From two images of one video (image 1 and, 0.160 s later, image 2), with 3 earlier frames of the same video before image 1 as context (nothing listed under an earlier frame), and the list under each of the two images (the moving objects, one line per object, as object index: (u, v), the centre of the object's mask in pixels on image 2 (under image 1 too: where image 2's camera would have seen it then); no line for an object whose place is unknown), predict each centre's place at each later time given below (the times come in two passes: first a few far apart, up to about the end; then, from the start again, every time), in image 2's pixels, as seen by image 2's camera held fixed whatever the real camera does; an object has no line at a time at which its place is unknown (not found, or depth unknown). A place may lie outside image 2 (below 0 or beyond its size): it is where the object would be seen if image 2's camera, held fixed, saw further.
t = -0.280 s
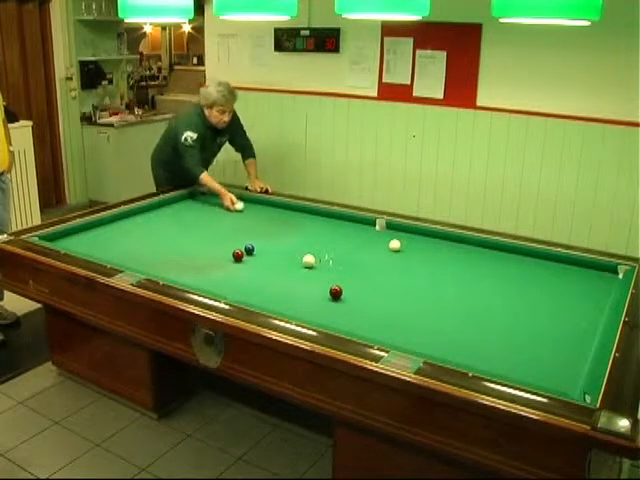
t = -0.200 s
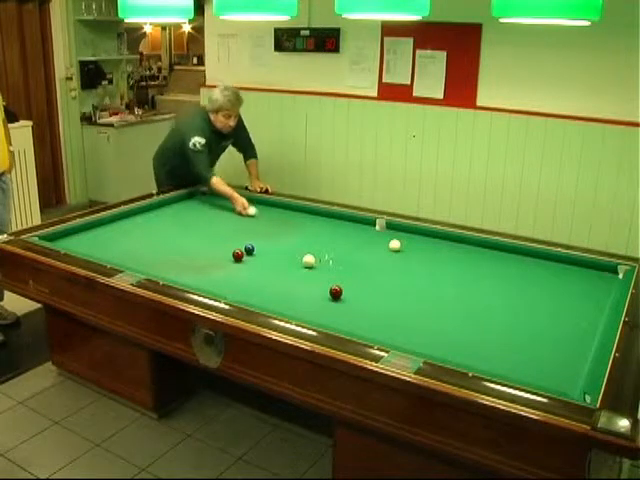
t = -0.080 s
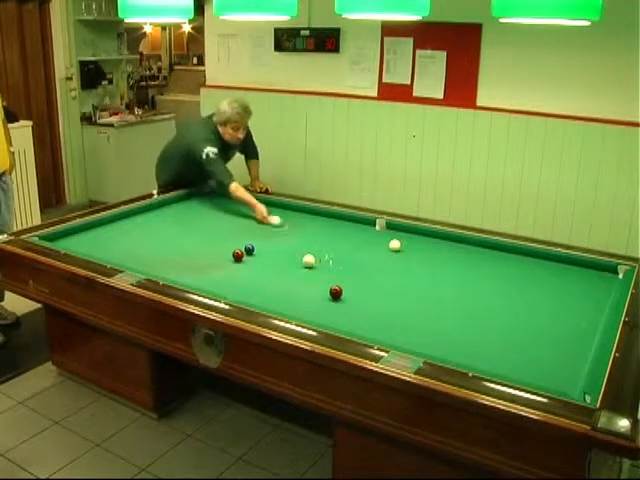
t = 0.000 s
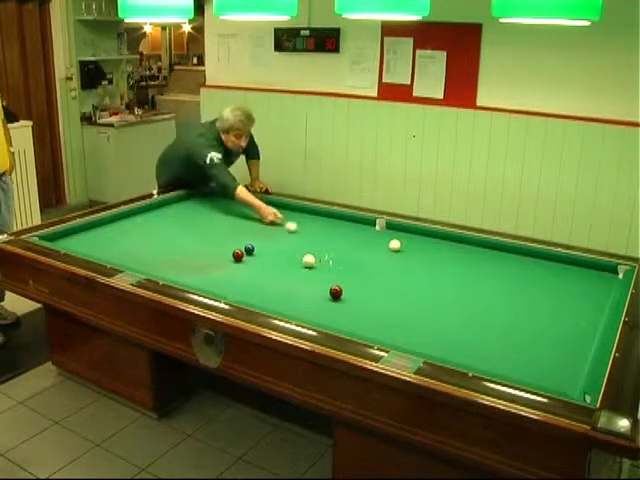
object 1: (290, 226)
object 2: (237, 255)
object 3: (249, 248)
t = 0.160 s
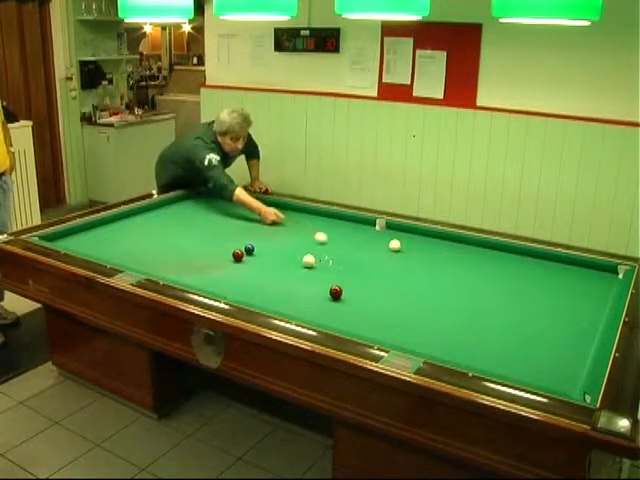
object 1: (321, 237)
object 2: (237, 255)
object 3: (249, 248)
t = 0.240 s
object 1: (336, 243)
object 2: (237, 255)
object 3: (249, 248)
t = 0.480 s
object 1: (389, 263)
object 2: (237, 255)
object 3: (249, 248)
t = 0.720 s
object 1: (450, 287)
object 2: (237, 255)
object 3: (249, 248)
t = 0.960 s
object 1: (521, 313)
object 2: (238, 255)
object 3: (249, 248)
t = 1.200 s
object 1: (582, 340)
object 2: (238, 255)
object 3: (249, 248)
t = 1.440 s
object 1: (515, 332)
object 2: (238, 255)
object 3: (249, 248)
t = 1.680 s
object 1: (455, 325)
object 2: (238, 255)
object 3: (249, 248)
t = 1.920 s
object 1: (396, 318)
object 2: (238, 255)
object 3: (249, 248)
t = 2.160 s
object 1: (341, 312)
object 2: (238, 255)
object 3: (249, 247)
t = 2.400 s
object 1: (287, 304)
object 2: (238, 255)
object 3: (249, 248)
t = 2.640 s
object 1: (238, 296)
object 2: (238, 255)
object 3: (249, 248)
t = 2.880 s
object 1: (204, 284)
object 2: (238, 255)
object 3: (249, 247)
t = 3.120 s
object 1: (177, 275)
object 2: (238, 255)
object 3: (249, 248)
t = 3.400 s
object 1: (149, 265)
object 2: (237, 255)
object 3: (249, 248)
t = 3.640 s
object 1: (127, 257)
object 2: (237, 255)
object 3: (249, 248)
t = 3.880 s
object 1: (108, 249)
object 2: (237, 255)
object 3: (249, 248)
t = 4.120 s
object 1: (90, 241)
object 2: (237, 255)
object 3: (249, 248)
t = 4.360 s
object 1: (73, 235)
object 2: (237, 255)
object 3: (249, 248)
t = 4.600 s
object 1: (79, 234)
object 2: (238, 255)
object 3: (249, 248)
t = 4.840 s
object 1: (95, 236)
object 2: (238, 255)
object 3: (249, 248)
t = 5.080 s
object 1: (110, 238)
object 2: (238, 255)
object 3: (249, 248)
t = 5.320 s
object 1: (125, 239)
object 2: (237, 255)
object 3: (249, 248)
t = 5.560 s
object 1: (141, 241)
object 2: (237, 255)
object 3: (249, 248)
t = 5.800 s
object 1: (156, 243)
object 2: (237, 255)
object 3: (249, 248)
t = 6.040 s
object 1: (170, 244)
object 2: (237, 255)
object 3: (249, 248)
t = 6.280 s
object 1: (185, 246)
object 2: (237, 255)
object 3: (249, 248)
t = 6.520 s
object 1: (198, 248)
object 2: (237, 255)
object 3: (249, 248)
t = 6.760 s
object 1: (213, 249)
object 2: (238, 255)
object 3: (249, 248)
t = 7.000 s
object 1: (226, 250)
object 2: (238, 255)
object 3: (249, 248)
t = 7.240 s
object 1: (236, 248)
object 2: (240, 256)
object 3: (249, 248)
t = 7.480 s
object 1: (242, 249)
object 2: (243, 258)
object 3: (253, 247)
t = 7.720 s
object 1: (246, 249)
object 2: (246, 259)
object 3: (257, 246)
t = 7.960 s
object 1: (251, 250)
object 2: (250, 261)
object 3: (261, 246)
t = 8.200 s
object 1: (252, 250)
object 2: (252, 262)
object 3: (265, 245)
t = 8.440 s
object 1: (255, 251)
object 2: (255, 264)
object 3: (268, 245)
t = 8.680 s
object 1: (256, 252)
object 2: (257, 266)
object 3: (270, 244)
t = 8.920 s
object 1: (257, 252)
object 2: (259, 266)
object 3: (273, 244)
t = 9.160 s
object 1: (257, 252)
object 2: (261, 267)
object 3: (274, 243)
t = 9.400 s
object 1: (257, 253)
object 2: (262, 268)
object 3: (276, 243)
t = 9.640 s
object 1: (257, 253)
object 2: (263, 268)
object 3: (276, 243)
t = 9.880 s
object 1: (257, 252)
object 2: (263, 268)
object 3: (276, 243)
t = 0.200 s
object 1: (329, 240)
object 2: (237, 255)
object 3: (249, 248)
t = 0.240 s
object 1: (336, 243)
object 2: (237, 255)
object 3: (249, 248)
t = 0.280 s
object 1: (345, 246)
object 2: (237, 255)
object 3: (249, 248)
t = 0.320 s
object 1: (353, 249)
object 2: (237, 255)
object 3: (249, 248)
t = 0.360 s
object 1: (361, 252)
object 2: (237, 255)
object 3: (249, 248)
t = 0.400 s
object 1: (370, 257)
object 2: (237, 255)
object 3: (249, 248)
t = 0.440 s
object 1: (379, 261)
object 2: (237, 255)
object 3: (249, 248)
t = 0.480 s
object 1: (389, 263)
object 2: (237, 255)
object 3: (249, 248)
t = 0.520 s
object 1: (398, 267)
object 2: (237, 255)
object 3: (249, 248)
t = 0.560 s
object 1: (408, 271)
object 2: (237, 255)
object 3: (249, 248)
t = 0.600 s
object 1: (418, 275)
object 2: (237, 255)
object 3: (249, 248)
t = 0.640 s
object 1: (429, 279)
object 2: (237, 255)
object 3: (249, 247)
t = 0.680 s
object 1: (439, 283)
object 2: (237, 255)
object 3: (249, 248)
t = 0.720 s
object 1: (450, 287)
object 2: (237, 255)
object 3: (249, 248)
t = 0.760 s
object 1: (461, 291)
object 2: (237, 255)
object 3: (249, 248)
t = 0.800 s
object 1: (472, 295)
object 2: (238, 255)
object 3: (249, 248)
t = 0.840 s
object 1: (484, 299)
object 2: (238, 255)
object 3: (249, 247)
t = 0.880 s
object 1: (495, 304)
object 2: (238, 255)
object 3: (249, 248)
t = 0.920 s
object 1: (508, 309)
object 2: (238, 255)
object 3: (249, 247)
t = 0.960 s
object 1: (521, 313)
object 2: (238, 255)
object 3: (249, 248)
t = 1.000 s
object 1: (534, 319)
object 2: (238, 255)
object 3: (249, 248)
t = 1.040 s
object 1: (548, 324)
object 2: (238, 255)
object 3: (249, 248)
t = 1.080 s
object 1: (561, 329)
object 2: (238, 255)
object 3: (249, 248)
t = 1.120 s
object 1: (576, 335)
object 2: (238, 255)
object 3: (249, 248)
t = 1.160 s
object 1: (590, 340)
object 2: (238, 255)
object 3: (249, 248)
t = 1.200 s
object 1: (582, 340)
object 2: (238, 255)
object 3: (249, 248)
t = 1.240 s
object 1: (570, 339)
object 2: (238, 255)
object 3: (249, 248)
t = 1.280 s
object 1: (557, 337)
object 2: (238, 255)
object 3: (249, 247)
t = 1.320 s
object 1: (546, 336)
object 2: (238, 255)
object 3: (249, 248)
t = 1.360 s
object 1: (535, 334)
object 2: (238, 255)
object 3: (249, 248)
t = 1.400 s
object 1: (525, 333)
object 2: (238, 255)
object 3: (249, 248)
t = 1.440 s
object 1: (515, 332)
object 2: (238, 255)
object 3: (249, 248)
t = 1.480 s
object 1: (504, 331)
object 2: (238, 255)
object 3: (249, 248)
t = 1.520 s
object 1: (494, 330)
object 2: (238, 255)
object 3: (249, 248)
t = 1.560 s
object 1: (485, 328)
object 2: (238, 255)
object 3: (249, 248)
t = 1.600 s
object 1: (475, 327)
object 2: (238, 255)
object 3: (249, 248)
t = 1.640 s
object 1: (464, 326)
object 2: (238, 255)
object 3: (249, 248)
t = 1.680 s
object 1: (455, 325)
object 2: (238, 255)
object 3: (249, 248)
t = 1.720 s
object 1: (445, 324)
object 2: (238, 255)
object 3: (249, 248)
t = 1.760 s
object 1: (434, 323)
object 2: (238, 255)
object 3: (249, 248)
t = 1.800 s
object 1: (425, 321)
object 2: (238, 255)
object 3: (249, 248)
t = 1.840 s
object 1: (416, 321)
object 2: (238, 255)
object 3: (249, 247)
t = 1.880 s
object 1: (406, 319)
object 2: (238, 255)
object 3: (249, 248)
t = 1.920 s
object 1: (396, 318)
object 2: (238, 255)
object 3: (249, 248)
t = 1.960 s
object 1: (387, 317)
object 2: (238, 255)
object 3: (249, 248)
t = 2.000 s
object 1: (377, 316)
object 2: (238, 255)
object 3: (249, 247)
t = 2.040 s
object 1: (368, 315)
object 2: (238, 255)
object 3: (249, 248)
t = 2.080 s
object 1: (359, 314)
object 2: (238, 255)
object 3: (249, 247)
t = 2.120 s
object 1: (350, 313)
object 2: (238, 255)
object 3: (249, 248)
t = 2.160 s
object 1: (341, 312)
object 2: (238, 255)
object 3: (249, 247)
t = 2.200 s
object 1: (332, 310)
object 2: (238, 255)
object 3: (249, 247)
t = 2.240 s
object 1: (322, 310)
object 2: (238, 255)
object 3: (249, 247)
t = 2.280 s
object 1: (313, 308)
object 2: (238, 255)
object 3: (249, 247)
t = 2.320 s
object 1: (304, 307)
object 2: (238, 255)
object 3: (249, 248)
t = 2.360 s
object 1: (296, 306)
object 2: (238, 255)
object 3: (249, 247)
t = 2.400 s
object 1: (287, 304)
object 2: (238, 255)
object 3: (249, 248)
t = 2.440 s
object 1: (279, 303)
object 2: (238, 255)
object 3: (249, 248)
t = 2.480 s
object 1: (271, 301)
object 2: (238, 255)
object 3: (249, 247)
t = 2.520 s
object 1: (262, 299)
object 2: (238, 255)
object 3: (249, 247)
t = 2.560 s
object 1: (254, 298)
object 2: (238, 255)
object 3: (249, 248)
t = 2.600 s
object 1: (246, 297)
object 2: (238, 255)
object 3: (249, 247)
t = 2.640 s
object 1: (238, 296)
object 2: (238, 255)
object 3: (249, 248)
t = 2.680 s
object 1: (230, 295)
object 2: (238, 255)
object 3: (249, 248)
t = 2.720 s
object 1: (225, 293)
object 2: (238, 255)
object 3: (249, 247)
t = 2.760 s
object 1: (222, 291)
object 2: (238, 255)
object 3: (249, 248)
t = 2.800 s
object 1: (215, 289)
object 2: (238, 255)
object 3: (249, 247)
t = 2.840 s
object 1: (210, 287)
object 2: (238, 255)
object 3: (249, 248)
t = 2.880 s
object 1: (204, 284)
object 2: (238, 255)
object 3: (249, 247)
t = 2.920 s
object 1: (199, 283)
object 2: (238, 255)
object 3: (249, 248)
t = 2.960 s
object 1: (196, 281)
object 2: (238, 255)
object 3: (249, 248)
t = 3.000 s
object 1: (190, 280)
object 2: (238, 255)
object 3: (249, 247)
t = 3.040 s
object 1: (186, 278)
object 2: (238, 255)
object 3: (249, 248)
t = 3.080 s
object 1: (182, 276)
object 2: (238, 255)
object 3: (249, 248)
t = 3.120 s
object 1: (177, 275)
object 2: (238, 255)
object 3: (249, 248)
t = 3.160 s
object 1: (173, 273)
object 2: (238, 255)
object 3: (249, 248)
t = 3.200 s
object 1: (168, 271)
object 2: (237, 255)
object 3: (249, 248)
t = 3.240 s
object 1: (165, 270)
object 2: (237, 255)
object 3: (249, 248)
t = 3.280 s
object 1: (161, 268)
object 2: (237, 255)
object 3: (249, 248)
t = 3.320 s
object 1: (157, 267)
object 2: (237, 255)
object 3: (249, 248)
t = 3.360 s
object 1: (152, 265)
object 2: (237, 255)
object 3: (249, 248)
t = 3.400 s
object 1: (149, 265)
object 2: (237, 255)
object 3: (249, 248)
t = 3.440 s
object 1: (146, 263)
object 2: (237, 255)
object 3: (249, 248)
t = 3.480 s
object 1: (141, 262)
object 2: (237, 255)
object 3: (249, 248)
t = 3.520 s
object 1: (138, 261)
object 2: (237, 255)
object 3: (249, 248)
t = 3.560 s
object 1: (134, 259)
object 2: (237, 255)
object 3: (249, 248)
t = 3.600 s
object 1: (132, 258)
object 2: (237, 255)
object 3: (249, 248)
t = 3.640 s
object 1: (127, 257)
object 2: (237, 255)
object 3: (249, 248)
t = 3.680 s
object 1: (124, 256)
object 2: (237, 255)
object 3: (249, 248)
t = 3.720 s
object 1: (120, 254)
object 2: (237, 255)
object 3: (249, 248)
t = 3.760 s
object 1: (118, 253)
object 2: (237, 255)
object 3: (249, 248)
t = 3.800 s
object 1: (114, 251)
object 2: (237, 255)
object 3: (249, 248)
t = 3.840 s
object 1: (110, 250)
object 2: (237, 255)
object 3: (249, 248)
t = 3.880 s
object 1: (108, 249)
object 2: (237, 255)
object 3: (249, 248)
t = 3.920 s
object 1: (104, 248)
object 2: (237, 255)
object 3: (249, 248)
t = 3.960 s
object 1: (101, 246)
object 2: (237, 255)
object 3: (249, 248)
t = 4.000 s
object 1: (98, 245)
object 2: (237, 255)
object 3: (249, 248)
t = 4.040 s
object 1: (95, 244)
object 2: (237, 255)
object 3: (249, 248)
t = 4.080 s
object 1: (92, 243)
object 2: (237, 255)
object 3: (249, 248)
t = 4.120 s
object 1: (90, 241)
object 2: (237, 255)
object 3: (249, 248)
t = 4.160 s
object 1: (87, 241)
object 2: (237, 255)
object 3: (249, 248)
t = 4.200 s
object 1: (84, 239)
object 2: (237, 255)
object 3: (249, 248)
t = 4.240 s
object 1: (81, 238)
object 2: (237, 255)
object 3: (249, 248)
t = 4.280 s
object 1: (78, 237)
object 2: (237, 255)
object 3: (249, 248)
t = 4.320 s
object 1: (76, 236)
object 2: (237, 255)
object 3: (249, 248)
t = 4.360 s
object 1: (73, 235)
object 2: (237, 255)
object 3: (249, 248)
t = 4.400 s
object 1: (71, 233)
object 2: (237, 255)
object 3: (249, 248)
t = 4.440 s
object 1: (69, 233)
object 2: (237, 255)
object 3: (249, 248)
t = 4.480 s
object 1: (71, 233)
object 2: (237, 255)
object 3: (249, 248)
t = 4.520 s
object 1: (74, 233)
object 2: (238, 255)
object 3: (249, 248)
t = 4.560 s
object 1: (77, 234)
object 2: (238, 255)
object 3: (249, 248)
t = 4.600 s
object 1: (79, 234)
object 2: (238, 255)
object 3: (249, 248)
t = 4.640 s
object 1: (82, 234)
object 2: (238, 255)
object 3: (249, 248)
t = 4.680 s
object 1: (85, 234)
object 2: (238, 255)
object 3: (249, 248)
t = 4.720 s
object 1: (87, 235)
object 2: (238, 255)
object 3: (249, 248)
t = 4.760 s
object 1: (90, 235)
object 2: (238, 255)
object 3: (249, 248)
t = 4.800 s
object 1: (92, 235)
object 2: (238, 255)
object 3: (249, 248)
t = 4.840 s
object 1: (95, 236)
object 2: (238, 255)
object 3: (249, 248)
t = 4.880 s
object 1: (97, 236)
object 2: (238, 255)
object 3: (249, 248)
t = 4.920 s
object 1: (100, 236)
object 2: (238, 255)
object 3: (249, 248)
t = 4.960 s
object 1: (103, 237)
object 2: (238, 255)
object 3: (249, 248)
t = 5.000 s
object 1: (105, 237)
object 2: (238, 255)
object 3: (249, 248)
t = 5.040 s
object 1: (107, 238)
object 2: (238, 255)
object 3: (249, 248)
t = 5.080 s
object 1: (110, 238)
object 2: (238, 255)
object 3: (249, 248)
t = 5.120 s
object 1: (113, 238)
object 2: (238, 255)
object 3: (249, 248)
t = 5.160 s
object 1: (115, 238)
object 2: (237, 255)
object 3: (249, 248)
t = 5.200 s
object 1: (118, 239)
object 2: (237, 255)
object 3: (249, 248)
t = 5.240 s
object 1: (121, 239)
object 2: (237, 255)
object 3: (249, 248)
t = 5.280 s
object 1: (122, 239)
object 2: (237, 255)
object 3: (249, 248)
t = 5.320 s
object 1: (125, 239)
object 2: (237, 255)
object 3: (249, 248)
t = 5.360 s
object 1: (128, 239)
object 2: (237, 255)
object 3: (249, 248)
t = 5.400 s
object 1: (131, 240)
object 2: (237, 255)
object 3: (249, 248)
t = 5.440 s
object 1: (132, 240)
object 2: (237, 255)
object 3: (249, 248)
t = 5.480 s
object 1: (135, 240)
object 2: (237, 255)
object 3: (249, 248)
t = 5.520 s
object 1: (138, 240)
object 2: (237, 255)
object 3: (249, 248)
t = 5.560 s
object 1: (141, 241)
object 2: (237, 255)
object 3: (249, 248)
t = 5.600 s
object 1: (143, 241)
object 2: (237, 255)
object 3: (249, 248)
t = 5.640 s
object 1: (146, 241)
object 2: (237, 255)
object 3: (249, 248)
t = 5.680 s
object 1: (148, 242)
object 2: (237, 255)
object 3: (249, 248)
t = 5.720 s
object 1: (151, 242)
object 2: (237, 255)
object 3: (249, 248)
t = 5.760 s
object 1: (153, 242)
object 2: (237, 255)
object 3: (249, 248)
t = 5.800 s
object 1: (156, 243)
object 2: (237, 255)
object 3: (249, 248)
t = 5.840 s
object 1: (158, 243)
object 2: (237, 255)
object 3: (249, 248)
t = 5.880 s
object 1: (161, 243)
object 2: (237, 255)
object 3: (249, 248)
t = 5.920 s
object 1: (163, 244)
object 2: (237, 255)
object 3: (249, 248)
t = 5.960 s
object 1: (166, 244)
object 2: (237, 255)
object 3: (249, 248)
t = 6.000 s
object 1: (168, 244)
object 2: (237, 255)
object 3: (249, 248)
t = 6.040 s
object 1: (170, 244)
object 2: (237, 255)
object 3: (249, 248)
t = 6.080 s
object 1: (173, 245)
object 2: (237, 255)
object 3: (249, 248)
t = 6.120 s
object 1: (175, 245)
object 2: (237, 255)
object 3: (249, 248)
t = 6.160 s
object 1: (178, 246)
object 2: (237, 255)
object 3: (249, 248)
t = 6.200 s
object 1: (180, 246)
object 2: (237, 255)
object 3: (249, 248)
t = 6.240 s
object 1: (182, 246)
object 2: (237, 255)
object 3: (249, 248)
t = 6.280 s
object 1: (185, 246)
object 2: (237, 255)
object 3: (249, 248)
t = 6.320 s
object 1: (186, 246)
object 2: (237, 255)
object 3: (249, 248)
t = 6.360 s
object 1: (190, 247)
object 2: (237, 255)
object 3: (249, 248)
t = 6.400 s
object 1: (192, 247)
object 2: (237, 255)
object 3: (249, 248)
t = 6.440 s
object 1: (194, 248)
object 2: (237, 255)
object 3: (249, 248)
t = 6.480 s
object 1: (196, 248)
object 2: (237, 255)
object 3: (249, 248)
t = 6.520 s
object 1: (198, 248)
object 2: (237, 255)
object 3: (249, 248)
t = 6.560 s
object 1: (201, 248)
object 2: (238, 255)
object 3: (249, 248)
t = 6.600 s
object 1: (203, 248)
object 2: (238, 255)
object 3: (249, 248)
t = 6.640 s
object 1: (206, 249)
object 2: (238, 255)
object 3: (249, 248)
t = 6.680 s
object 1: (208, 249)
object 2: (238, 255)
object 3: (249, 248)
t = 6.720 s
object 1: (210, 249)
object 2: (238, 255)
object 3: (249, 248)
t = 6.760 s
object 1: (213, 249)
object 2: (238, 255)
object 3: (249, 248)
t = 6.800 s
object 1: (215, 249)
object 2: (238, 255)
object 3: (249, 248)
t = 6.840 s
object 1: (217, 250)
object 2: (238, 255)
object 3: (249, 248)
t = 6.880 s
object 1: (219, 250)
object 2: (238, 255)
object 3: (249, 248)
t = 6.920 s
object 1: (221, 250)
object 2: (238, 255)
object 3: (249, 248)
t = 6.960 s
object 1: (224, 251)
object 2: (238, 255)
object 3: (249, 248)
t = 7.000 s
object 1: (226, 250)
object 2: (238, 255)
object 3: (249, 248)
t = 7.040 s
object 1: (228, 250)
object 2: (238, 255)
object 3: (249, 248)
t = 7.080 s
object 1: (229, 250)
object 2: (238, 255)
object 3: (249, 248)
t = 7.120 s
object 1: (230, 250)
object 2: (237, 255)
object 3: (249, 248)
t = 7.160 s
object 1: (233, 249)
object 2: (238, 256)
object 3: (249, 248)
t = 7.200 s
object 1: (234, 249)
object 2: (239, 256)
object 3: (249, 248)
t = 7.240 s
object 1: (236, 248)
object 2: (240, 256)
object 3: (249, 248)
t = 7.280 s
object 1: (236, 248)
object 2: (240, 257)
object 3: (249, 247)
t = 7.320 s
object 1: (238, 248)
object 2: (241, 257)
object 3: (250, 247)
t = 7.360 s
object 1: (239, 248)
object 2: (241, 257)
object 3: (251, 247)
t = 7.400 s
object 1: (240, 248)
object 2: (242, 257)
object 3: (251, 247)
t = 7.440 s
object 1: (241, 248)
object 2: (243, 258)
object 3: (252, 247)
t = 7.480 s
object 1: (242, 249)
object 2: (243, 258)
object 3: (253, 247)
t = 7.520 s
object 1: (243, 249)
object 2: (244, 258)
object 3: (254, 247)
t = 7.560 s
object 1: (243, 249)
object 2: (244, 258)
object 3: (254, 246)
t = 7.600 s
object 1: (244, 249)
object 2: (245, 258)
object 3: (255, 246)
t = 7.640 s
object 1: (245, 249)
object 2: (245, 259)
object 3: (256, 246)
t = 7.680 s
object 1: (245, 249)
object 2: (246, 259)
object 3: (257, 246)
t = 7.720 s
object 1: (246, 249)
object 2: (246, 259)
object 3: (257, 246)
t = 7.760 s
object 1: (247, 249)
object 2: (247, 259)
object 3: (258, 246)
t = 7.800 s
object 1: (247, 250)
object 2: (248, 260)
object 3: (259, 246)
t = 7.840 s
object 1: (248, 250)
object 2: (248, 260)
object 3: (259, 246)
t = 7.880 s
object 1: (248, 250)
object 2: (249, 260)
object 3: (260, 246)
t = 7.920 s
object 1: (249, 250)
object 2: (249, 261)
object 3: (260, 246)
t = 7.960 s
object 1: (251, 250)
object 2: (250, 261)
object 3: (261, 246)
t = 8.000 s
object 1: (251, 250)
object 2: (250, 261)
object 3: (262, 246)
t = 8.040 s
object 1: (251, 250)
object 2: (250, 261)
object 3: (263, 245)
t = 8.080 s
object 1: (251, 250)
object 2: (251, 261)
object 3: (263, 245)
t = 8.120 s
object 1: (251, 250)
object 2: (252, 261)
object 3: (264, 245)
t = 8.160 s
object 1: (251, 250)
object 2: (252, 261)
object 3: (264, 245)
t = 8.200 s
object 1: (252, 250)
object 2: (252, 262)
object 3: (265, 245)
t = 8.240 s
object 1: (253, 250)
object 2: (253, 262)
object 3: (265, 245)
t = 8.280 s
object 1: (253, 250)
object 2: (253, 262)
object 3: (266, 245)
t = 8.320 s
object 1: (253, 251)
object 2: (254, 264)
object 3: (266, 245)
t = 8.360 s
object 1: (253, 251)
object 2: (254, 263)
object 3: (267, 245)
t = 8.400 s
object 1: (254, 251)
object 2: (254, 264)
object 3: (267, 245)
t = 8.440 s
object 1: (255, 251)
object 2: (255, 264)
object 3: (268, 245)
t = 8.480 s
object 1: (255, 251)
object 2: (255, 263)
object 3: (268, 245)
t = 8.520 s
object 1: (255, 251)
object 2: (256, 264)
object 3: (269, 244)
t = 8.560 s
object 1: (255, 251)
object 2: (256, 264)
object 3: (269, 244)
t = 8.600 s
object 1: (256, 252)
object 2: (257, 265)
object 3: (270, 244)
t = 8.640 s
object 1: (256, 252)
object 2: (257, 265)
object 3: (270, 244)
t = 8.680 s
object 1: (256, 252)
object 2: (257, 266)
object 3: (270, 244)
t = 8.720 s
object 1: (256, 252)
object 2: (258, 266)
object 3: (271, 244)
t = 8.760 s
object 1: (256, 252)
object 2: (258, 266)
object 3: (271, 244)
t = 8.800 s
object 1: (256, 252)
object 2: (258, 266)
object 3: (271, 244)
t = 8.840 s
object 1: (257, 252)
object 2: (258, 266)
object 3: (272, 244)
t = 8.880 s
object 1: (257, 252)
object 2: (259, 266)
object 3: (272, 244)
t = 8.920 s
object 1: (257, 252)
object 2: (259, 266)
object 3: (273, 244)
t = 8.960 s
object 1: (257, 252)
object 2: (259, 267)
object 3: (273, 244)
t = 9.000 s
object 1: (257, 252)
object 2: (260, 267)
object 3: (273, 243)
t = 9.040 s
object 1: (257, 253)
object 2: (260, 267)
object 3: (274, 243)
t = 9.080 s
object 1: (257, 252)
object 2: (260, 267)
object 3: (274, 243)
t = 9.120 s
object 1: (257, 252)
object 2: (260, 267)
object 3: (274, 243)
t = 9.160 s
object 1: (257, 252)
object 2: (261, 267)
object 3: (274, 243)
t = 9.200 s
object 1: (257, 253)
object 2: (261, 267)
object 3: (275, 243)
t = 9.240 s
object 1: (257, 253)
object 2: (261, 267)
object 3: (275, 243)
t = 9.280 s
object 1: (257, 253)
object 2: (261, 268)
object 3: (275, 243)
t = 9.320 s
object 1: (257, 253)
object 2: (262, 268)
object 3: (275, 243)
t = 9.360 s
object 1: (257, 253)
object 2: (262, 268)
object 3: (276, 243)
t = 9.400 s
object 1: (257, 253)
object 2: (262, 268)
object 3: (276, 243)
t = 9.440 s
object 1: (257, 253)
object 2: (262, 268)
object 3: (276, 243)
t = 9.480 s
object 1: (257, 253)
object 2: (262, 268)
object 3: (276, 243)
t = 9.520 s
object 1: (257, 253)
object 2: (262, 268)
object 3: (276, 243)
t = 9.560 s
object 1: (258, 253)
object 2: (262, 268)
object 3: (276, 243)
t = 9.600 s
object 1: (258, 253)
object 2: (263, 268)
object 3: (276, 243)
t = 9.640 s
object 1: (257, 253)
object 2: (263, 268)
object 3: (276, 243)
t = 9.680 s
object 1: (257, 253)
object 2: (263, 269)
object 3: (276, 242)
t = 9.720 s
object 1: (257, 253)
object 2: (263, 268)
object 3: (276, 242)
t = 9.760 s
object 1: (257, 252)
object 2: (263, 268)
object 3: (276, 242)
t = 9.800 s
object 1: (257, 252)
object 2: (263, 268)
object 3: (276, 243)
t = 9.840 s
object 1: (257, 252)
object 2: (263, 268)
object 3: (276, 242)
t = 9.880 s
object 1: (257, 252)
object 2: (263, 268)
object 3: (276, 243)
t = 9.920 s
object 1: (257, 252)
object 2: (263, 268)
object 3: (276, 242)
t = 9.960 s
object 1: (257, 252)
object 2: (264, 269)
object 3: (276, 242)
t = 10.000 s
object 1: (257, 252)
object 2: (264, 269)
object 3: (276, 243)
